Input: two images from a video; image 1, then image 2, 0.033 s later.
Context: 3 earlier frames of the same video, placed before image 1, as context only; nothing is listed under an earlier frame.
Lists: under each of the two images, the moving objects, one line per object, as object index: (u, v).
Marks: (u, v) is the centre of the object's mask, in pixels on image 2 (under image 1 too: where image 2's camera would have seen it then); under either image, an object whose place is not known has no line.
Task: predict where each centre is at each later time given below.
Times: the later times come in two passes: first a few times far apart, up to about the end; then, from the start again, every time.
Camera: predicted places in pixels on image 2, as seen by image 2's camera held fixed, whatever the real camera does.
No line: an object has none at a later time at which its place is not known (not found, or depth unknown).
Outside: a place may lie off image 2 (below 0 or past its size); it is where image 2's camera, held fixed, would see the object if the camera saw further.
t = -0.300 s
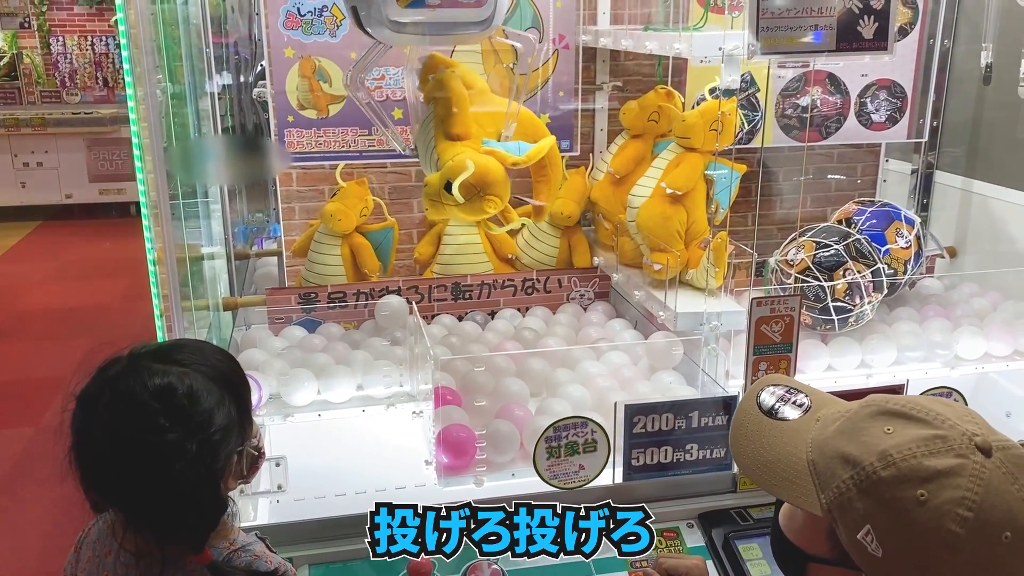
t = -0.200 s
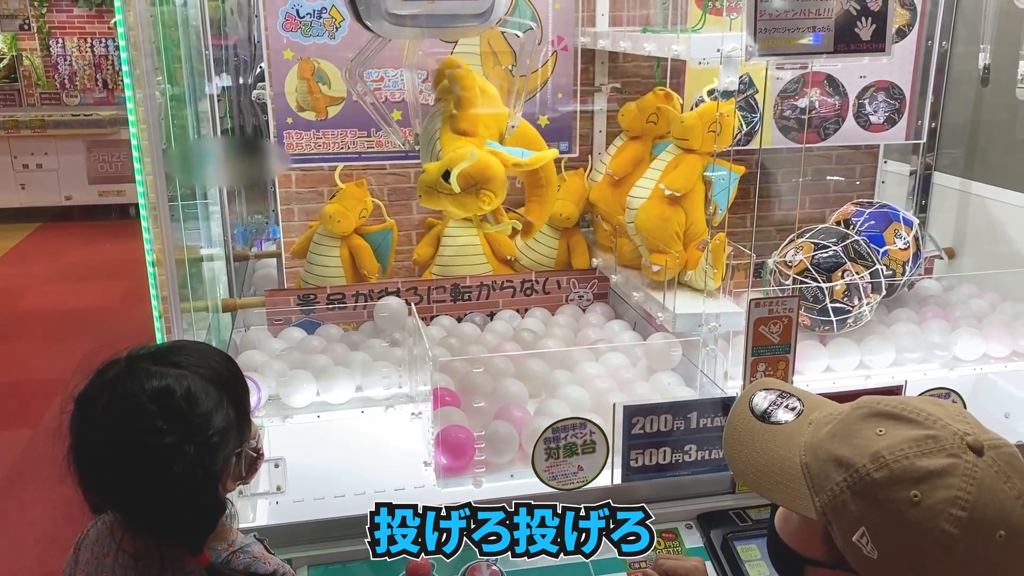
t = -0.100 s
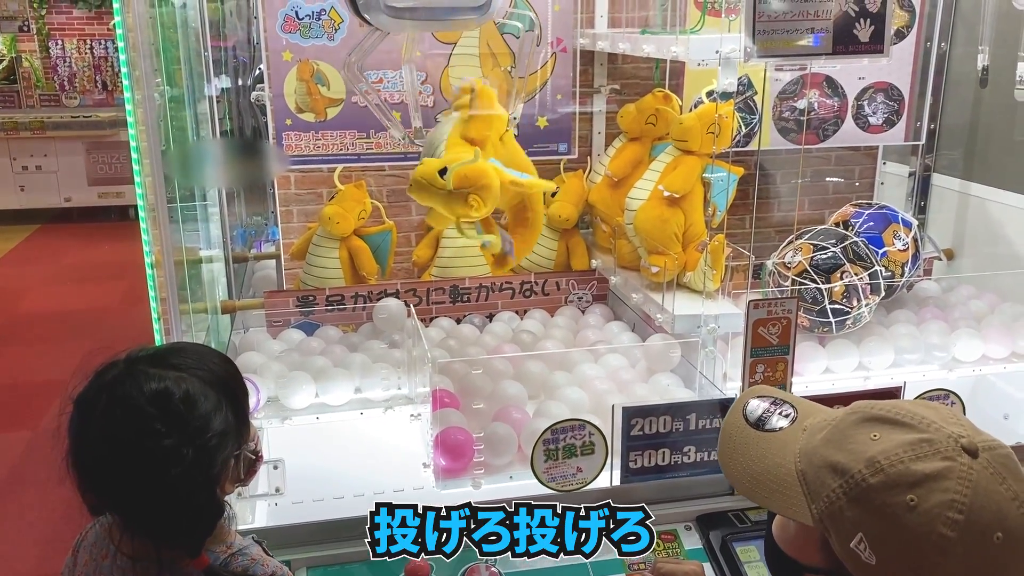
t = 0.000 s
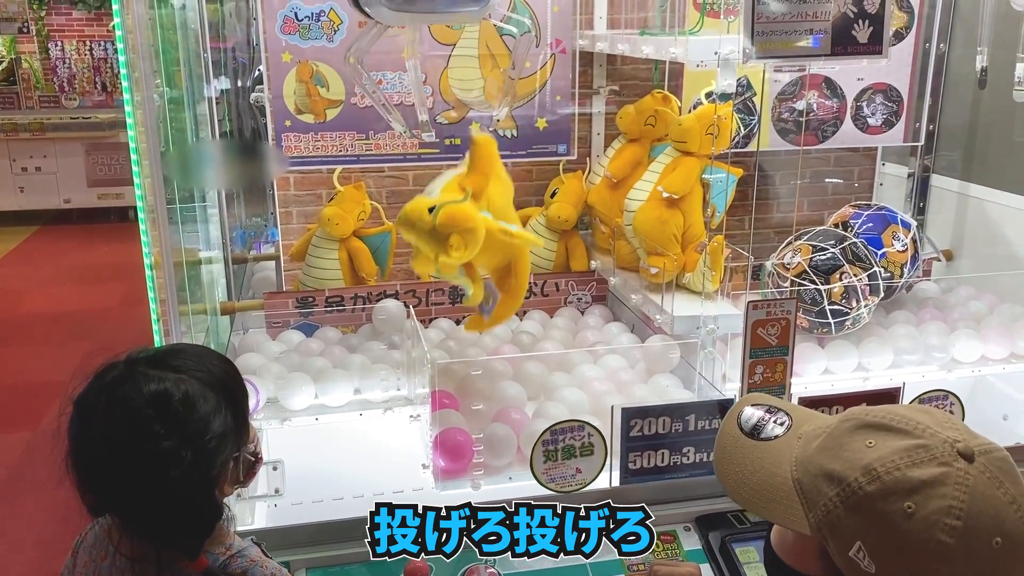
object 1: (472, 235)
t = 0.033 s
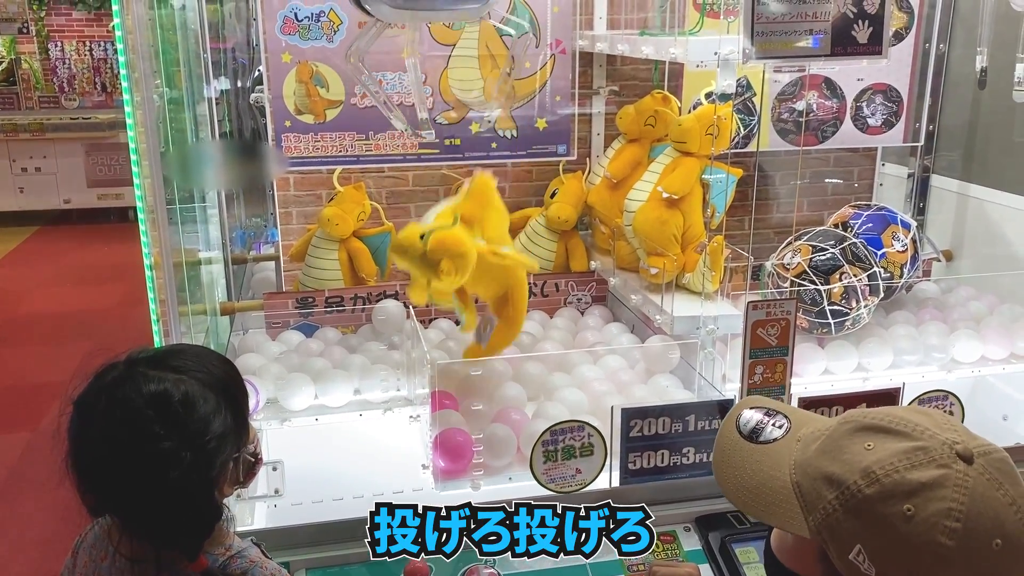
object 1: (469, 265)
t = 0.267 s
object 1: (520, 318)
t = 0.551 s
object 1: (523, 333)
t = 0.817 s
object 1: (503, 344)
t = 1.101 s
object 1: (504, 345)
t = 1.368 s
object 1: (503, 345)
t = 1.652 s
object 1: (503, 345)
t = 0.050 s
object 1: (467, 280)
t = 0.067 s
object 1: (466, 295)
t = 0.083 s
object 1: (465, 310)
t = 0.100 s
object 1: (466, 323)
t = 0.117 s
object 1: (469, 327)
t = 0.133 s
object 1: (474, 327)
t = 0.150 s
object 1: (480, 326)
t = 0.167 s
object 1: (486, 323)
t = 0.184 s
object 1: (493, 319)
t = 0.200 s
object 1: (500, 317)
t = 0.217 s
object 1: (505, 315)
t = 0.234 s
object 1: (510, 315)
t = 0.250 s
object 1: (515, 316)
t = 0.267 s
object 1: (520, 318)
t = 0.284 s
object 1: (524, 318)
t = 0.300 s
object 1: (527, 319)
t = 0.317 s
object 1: (530, 322)
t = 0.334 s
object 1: (534, 326)
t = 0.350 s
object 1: (535, 328)
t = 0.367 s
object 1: (534, 328)
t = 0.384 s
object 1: (535, 328)
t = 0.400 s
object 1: (534, 327)
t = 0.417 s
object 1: (533, 328)
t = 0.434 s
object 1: (531, 327)
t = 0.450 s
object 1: (531, 329)
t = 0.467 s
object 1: (529, 330)
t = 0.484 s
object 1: (528, 331)
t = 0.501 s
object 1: (526, 331)
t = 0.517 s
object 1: (525, 332)
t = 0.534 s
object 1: (524, 333)
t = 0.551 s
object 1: (523, 333)
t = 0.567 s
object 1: (521, 334)
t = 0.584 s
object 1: (520, 334)
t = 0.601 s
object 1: (517, 333)
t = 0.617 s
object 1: (515, 335)
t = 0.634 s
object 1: (514, 338)
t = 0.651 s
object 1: (511, 338)
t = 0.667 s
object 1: (509, 340)
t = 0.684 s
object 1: (508, 342)
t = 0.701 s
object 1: (507, 342)
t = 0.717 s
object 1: (506, 344)
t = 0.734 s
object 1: (505, 344)
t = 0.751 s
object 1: (505, 344)
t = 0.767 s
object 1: (504, 345)
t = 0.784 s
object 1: (504, 345)
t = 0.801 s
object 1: (503, 345)
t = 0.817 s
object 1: (503, 344)
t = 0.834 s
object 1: (503, 344)
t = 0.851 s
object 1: (503, 344)
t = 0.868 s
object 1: (504, 345)
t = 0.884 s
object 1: (503, 344)
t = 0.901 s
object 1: (503, 345)
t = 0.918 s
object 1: (503, 344)
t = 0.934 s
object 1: (503, 345)
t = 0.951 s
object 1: (503, 344)
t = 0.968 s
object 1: (503, 345)
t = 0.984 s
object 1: (503, 344)
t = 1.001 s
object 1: (503, 345)
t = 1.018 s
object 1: (503, 344)
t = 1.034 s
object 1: (504, 345)
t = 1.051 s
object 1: (504, 345)
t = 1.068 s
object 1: (504, 345)
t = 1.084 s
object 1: (504, 345)
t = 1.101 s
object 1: (504, 345)
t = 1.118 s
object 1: (503, 344)
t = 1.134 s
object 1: (504, 345)
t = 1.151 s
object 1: (503, 344)
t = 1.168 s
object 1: (504, 345)
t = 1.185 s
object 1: (503, 344)
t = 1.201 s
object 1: (503, 345)
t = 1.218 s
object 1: (503, 344)
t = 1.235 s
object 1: (503, 345)
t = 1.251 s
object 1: (503, 345)
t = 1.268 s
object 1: (503, 345)
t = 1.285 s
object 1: (503, 344)
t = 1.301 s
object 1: (503, 345)
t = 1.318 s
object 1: (503, 345)
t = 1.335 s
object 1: (503, 344)
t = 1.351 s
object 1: (503, 345)
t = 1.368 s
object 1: (503, 345)
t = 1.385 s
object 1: (503, 344)
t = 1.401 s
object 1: (503, 345)
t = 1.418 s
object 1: (503, 344)
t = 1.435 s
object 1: (503, 345)
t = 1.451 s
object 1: (503, 345)
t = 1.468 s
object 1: (503, 344)
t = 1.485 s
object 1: (503, 345)
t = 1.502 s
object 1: (503, 344)
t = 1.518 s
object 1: (503, 345)
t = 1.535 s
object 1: (503, 345)
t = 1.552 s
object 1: (503, 345)
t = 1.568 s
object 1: (503, 345)
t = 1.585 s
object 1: (503, 344)
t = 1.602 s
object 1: (503, 345)
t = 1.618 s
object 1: (503, 345)
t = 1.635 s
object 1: (503, 345)
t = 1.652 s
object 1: (503, 345)
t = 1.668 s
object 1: (503, 345)
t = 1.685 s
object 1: (503, 344)
